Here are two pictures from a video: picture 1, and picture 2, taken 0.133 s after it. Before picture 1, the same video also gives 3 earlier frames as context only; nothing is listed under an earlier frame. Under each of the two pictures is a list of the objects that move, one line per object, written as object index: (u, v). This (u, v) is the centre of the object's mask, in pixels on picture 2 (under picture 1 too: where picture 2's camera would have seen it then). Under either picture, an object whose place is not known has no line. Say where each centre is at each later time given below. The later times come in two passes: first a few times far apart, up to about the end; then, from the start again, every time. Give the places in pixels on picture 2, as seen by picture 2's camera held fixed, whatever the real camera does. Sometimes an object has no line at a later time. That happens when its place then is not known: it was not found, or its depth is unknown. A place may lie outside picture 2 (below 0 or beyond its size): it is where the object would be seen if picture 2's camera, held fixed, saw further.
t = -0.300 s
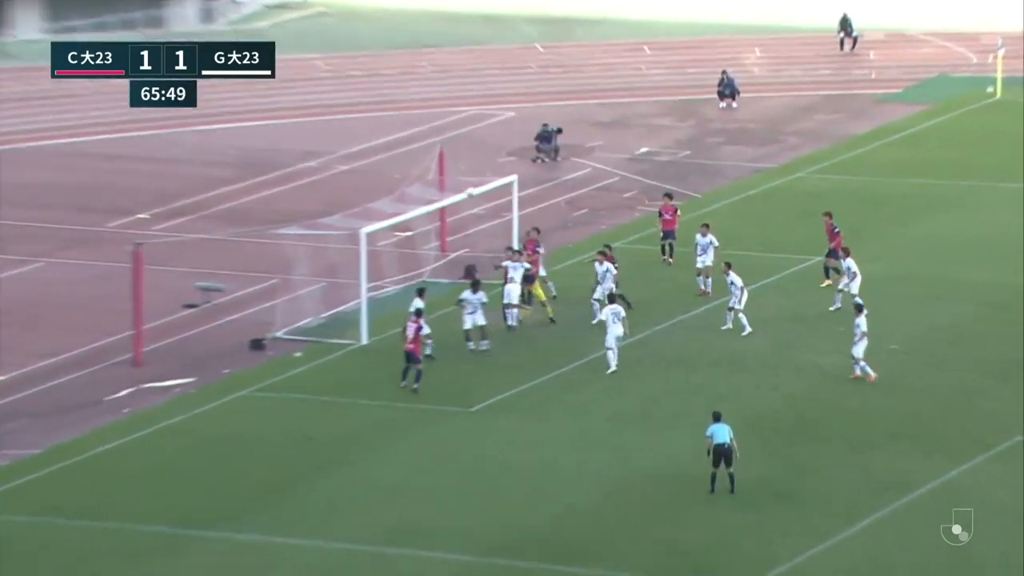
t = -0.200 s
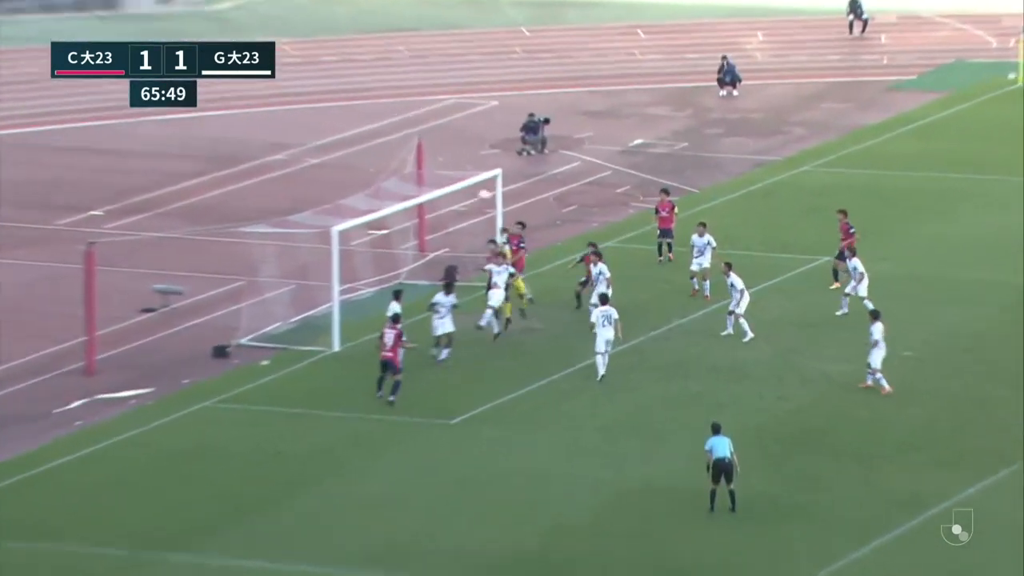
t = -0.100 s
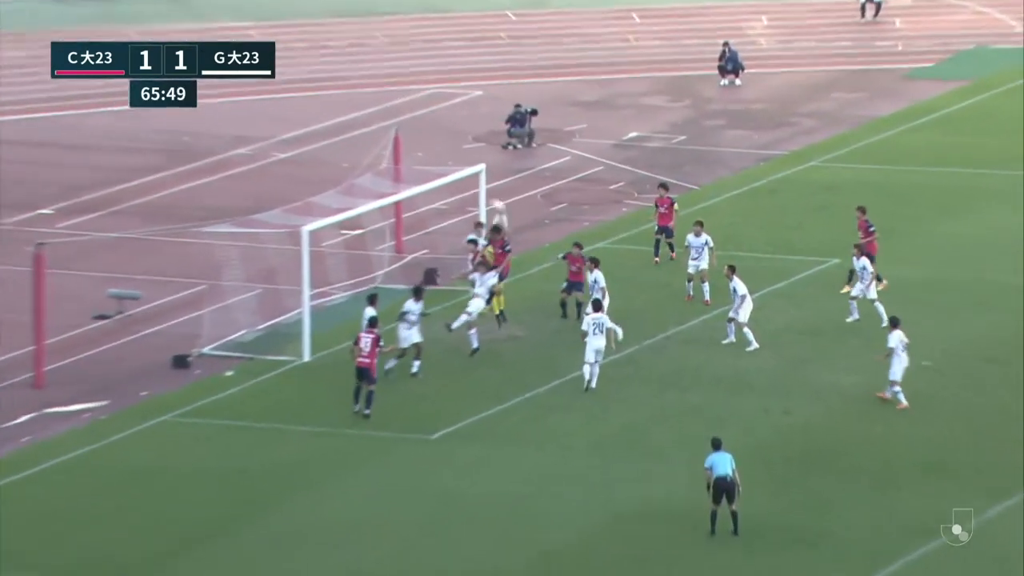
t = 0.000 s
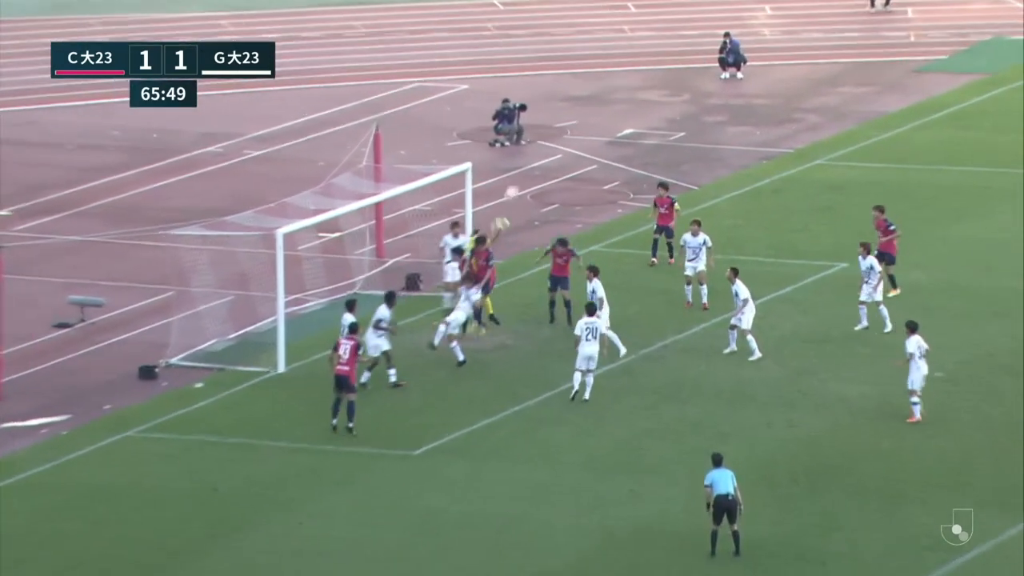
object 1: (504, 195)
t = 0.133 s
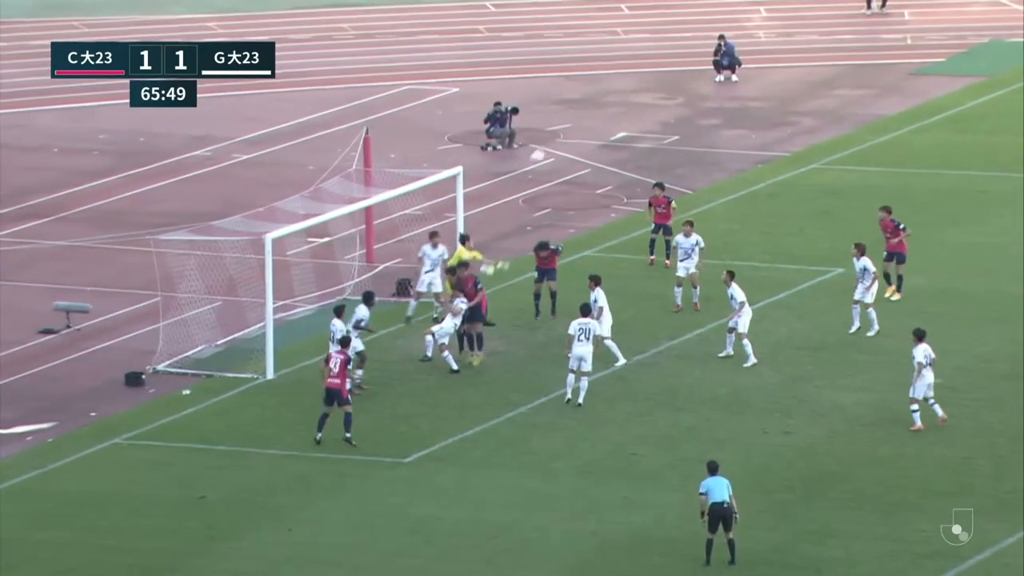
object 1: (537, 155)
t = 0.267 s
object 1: (566, 129)
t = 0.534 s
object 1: (627, 101)
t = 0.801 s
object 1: (683, 110)
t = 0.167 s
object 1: (543, 150)
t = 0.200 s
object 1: (552, 141)
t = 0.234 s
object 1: (561, 133)
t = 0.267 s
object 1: (566, 129)
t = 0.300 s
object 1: (574, 122)
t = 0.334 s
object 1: (581, 118)
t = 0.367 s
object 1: (588, 114)
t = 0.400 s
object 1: (599, 109)
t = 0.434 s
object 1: (606, 107)
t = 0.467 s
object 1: (612, 104)
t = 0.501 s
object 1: (619, 102)
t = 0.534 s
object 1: (627, 101)
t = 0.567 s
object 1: (635, 100)
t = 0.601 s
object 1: (643, 99)
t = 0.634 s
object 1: (648, 100)
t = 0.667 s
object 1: (655, 101)
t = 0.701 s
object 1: (660, 104)
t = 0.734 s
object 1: (670, 104)
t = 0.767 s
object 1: (676, 107)
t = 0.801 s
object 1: (683, 110)
